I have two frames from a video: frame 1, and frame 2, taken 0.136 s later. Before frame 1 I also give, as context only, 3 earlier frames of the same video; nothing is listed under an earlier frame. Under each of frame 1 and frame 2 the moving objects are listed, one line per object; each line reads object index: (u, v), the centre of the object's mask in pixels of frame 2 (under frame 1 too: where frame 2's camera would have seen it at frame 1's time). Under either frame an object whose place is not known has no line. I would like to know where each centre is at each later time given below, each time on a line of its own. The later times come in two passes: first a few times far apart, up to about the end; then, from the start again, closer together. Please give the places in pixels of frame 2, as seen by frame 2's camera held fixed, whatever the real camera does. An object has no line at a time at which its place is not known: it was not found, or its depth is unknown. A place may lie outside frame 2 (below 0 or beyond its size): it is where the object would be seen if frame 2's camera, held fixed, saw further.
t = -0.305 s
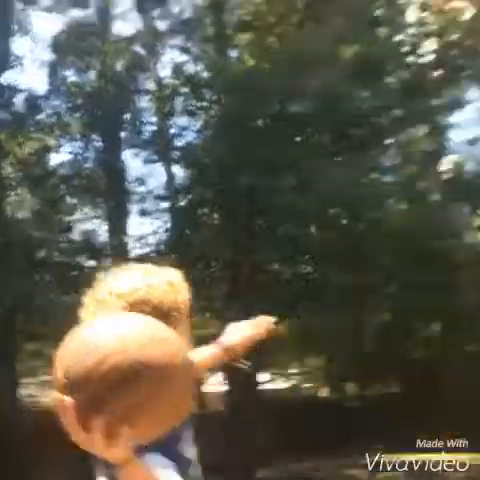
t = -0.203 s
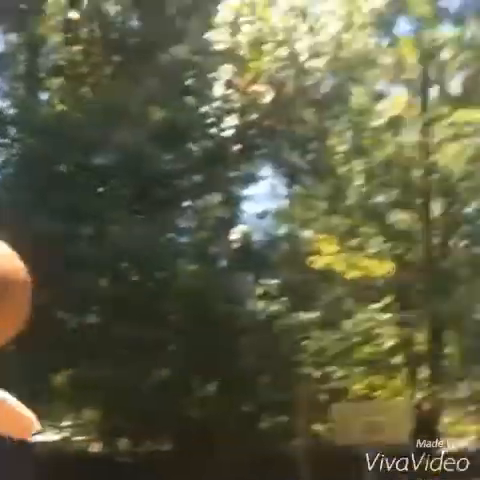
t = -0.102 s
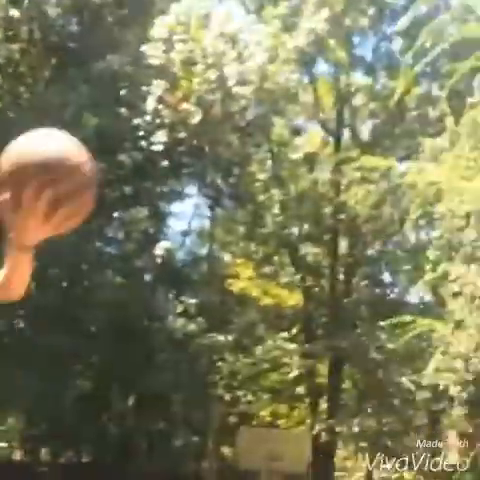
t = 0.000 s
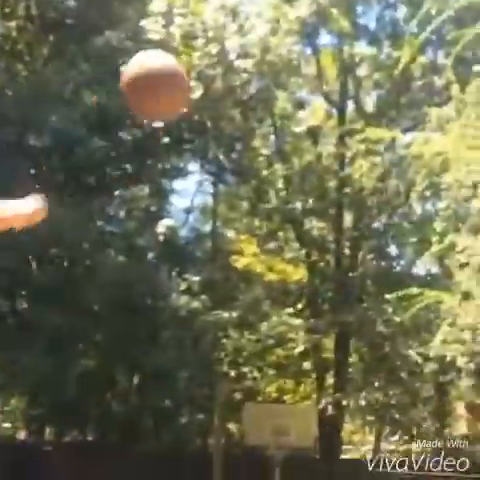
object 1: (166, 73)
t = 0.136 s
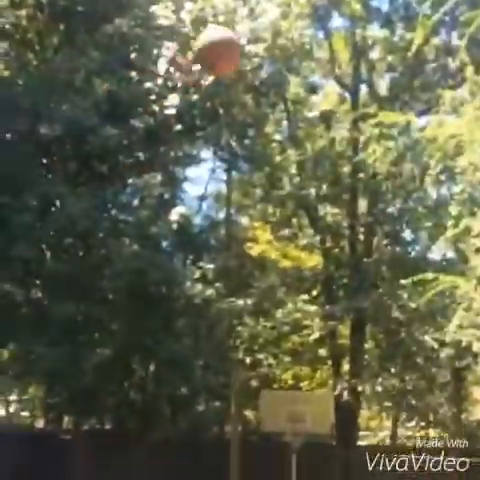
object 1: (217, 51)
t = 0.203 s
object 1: (231, 53)
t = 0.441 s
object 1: (272, 96)
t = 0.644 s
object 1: (283, 152)
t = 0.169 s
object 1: (225, 52)
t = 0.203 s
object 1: (231, 53)
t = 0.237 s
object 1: (242, 57)
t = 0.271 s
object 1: (246, 60)
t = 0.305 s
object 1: (253, 62)
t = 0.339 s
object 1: (259, 69)
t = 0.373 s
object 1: (263, 73)
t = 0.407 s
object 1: (270, 90)
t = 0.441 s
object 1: (272, 96)
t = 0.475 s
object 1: (275, 106)
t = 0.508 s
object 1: (277, 114)
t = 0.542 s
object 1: (279, 124)
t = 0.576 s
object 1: (281, 133)
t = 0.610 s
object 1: (282, 143)
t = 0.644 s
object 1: (283, 152)
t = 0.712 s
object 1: (288, 172)
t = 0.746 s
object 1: (289, 186)
